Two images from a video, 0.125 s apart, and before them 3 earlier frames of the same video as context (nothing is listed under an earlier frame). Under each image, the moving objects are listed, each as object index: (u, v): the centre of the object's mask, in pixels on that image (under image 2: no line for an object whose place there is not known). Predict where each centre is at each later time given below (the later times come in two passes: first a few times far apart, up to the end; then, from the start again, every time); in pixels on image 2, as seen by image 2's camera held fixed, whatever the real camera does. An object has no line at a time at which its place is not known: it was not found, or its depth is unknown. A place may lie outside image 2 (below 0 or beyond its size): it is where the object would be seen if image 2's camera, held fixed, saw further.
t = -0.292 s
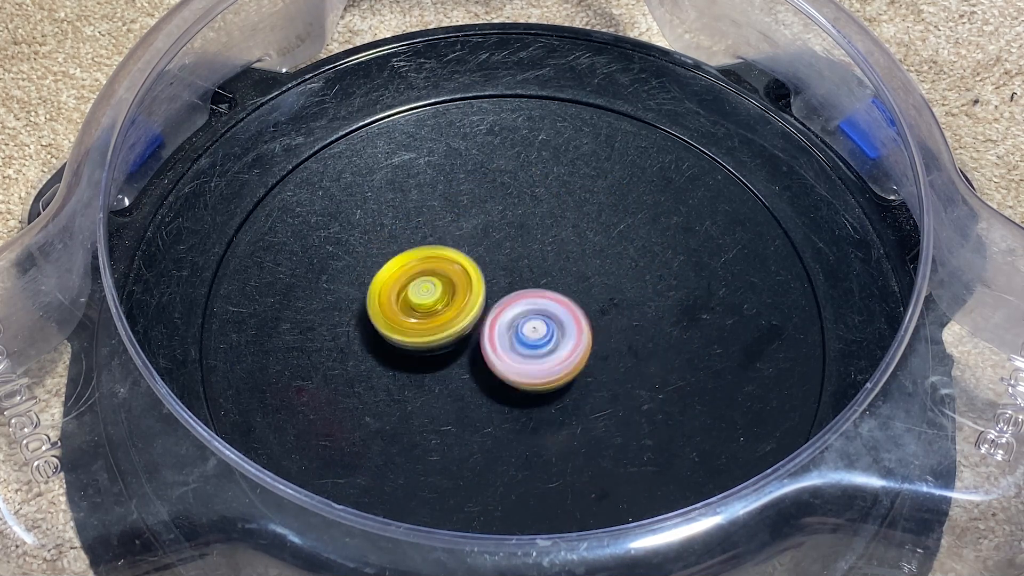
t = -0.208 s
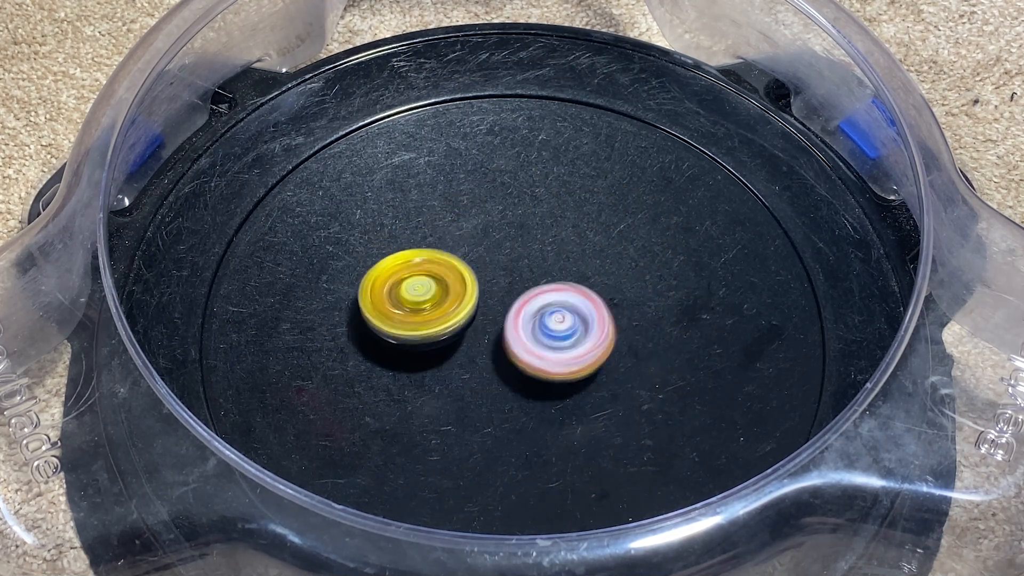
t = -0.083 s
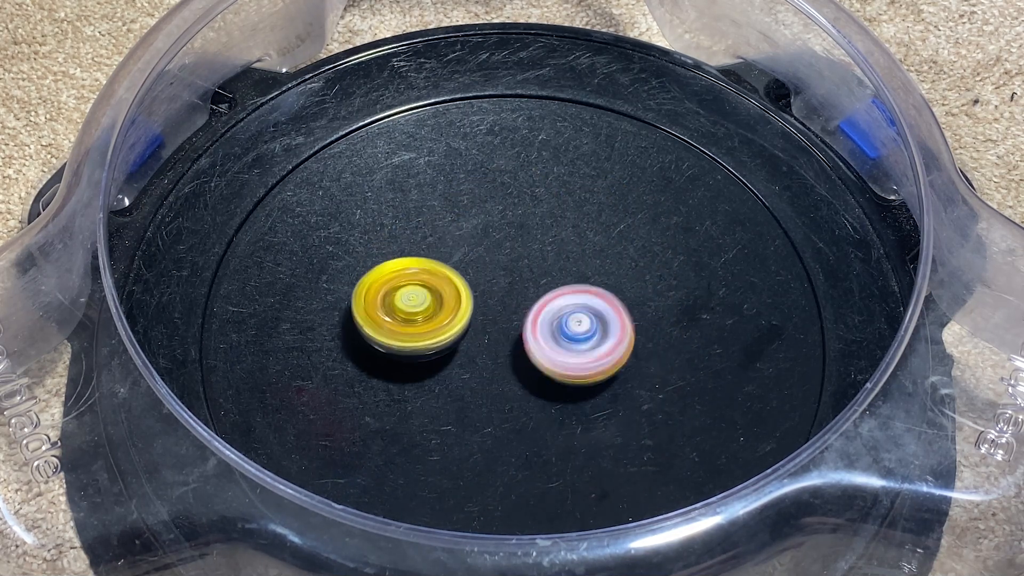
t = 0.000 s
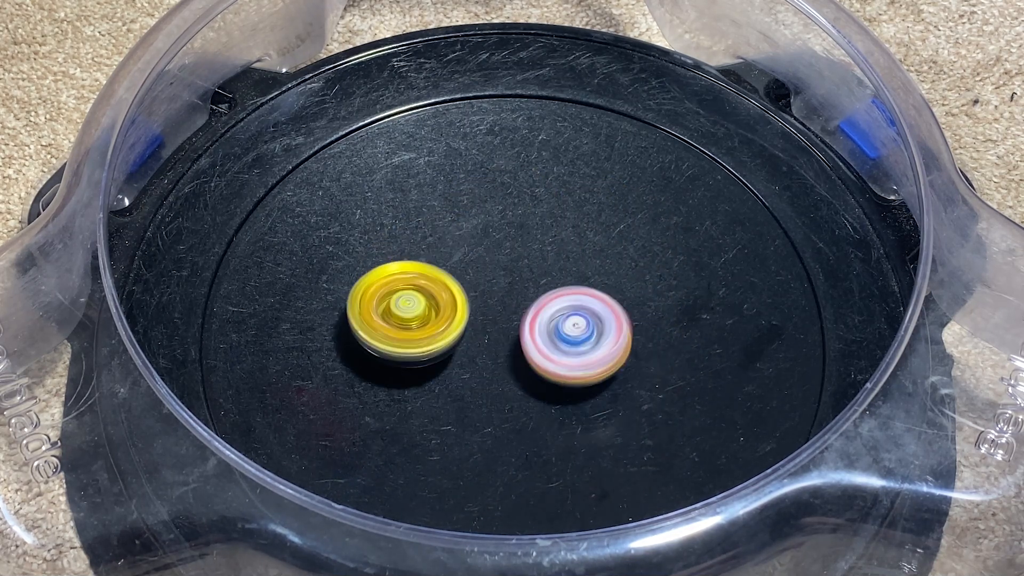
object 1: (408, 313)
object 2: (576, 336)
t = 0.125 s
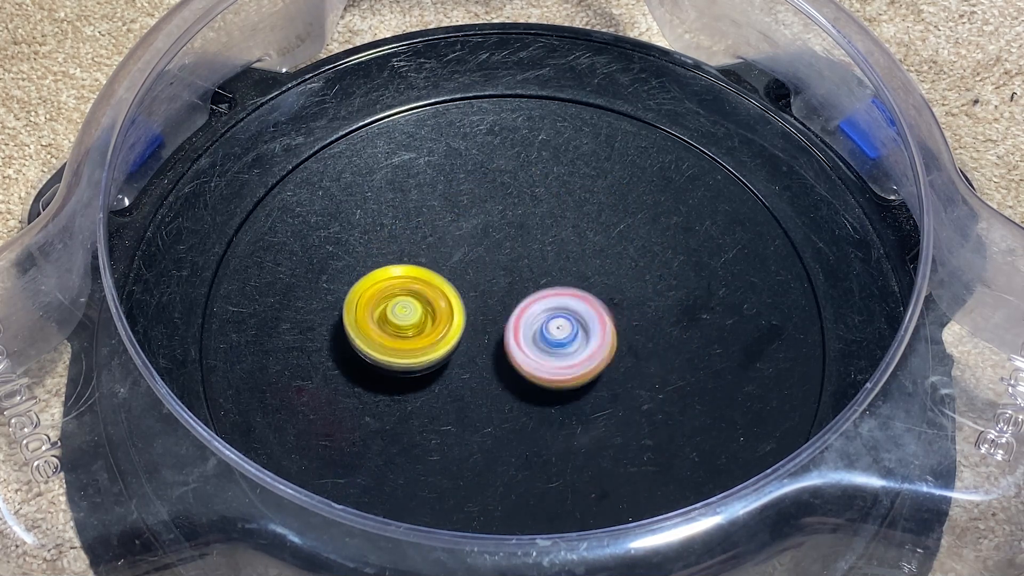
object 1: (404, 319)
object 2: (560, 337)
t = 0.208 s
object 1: (405, 322)
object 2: (543, 334)
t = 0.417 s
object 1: (416, 331)
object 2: (539, 296)
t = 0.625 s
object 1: (430, 346)
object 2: (563, 286)
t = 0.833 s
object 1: (446, 362)
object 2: (550, 315)
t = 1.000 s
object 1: (444, 377)
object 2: (564, 321)
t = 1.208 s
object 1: (448, 387)
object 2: (546, 330)
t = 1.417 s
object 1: (440, 394)
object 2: (567, 287)
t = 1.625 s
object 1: (454, 390)
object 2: (585, 296)
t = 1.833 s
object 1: (467, 397)
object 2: (545, 307)
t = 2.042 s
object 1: (485, 406)
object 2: (494, 282)
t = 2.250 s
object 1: (503, 412)
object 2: (477, 275)
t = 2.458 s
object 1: (519, 407)
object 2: (481, 298)
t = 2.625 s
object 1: (531, 405)
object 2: (489, 314)
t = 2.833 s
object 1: (548, 402)
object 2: (508, 301)
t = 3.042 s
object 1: (564, 397)
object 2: (535, 300)
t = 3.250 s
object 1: (571, 403)
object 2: (552, 261)
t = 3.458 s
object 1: (573, 391)
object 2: (567, 277)
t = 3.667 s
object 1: (572, 399)
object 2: (528, 262)
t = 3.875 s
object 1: (584, 387)
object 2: (496, 256)
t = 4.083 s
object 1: (592, 373)
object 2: (477, 284)
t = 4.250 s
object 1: (599, 362)
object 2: (452, 311)
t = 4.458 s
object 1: (607, 348)
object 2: (448, 337)
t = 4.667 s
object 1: (608, 337)
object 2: (470, 365)
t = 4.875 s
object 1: (604, 323)
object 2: (489, 382)
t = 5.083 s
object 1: (611, 305)
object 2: (484, 385)
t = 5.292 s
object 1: (609, 295)
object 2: (448, 351)
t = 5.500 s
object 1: (613, 292)
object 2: (488, 310)
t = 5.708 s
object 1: (603, 294)
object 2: (456, 300)
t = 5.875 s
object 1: (596, 292)
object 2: (452, 294)
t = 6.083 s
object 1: (603, 281)
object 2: (443, 315)
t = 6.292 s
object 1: (600, 273)
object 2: (391, 326)
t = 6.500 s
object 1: (591, 270)
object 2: (433, 323)
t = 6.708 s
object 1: (575, 267)
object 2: (507, 350)
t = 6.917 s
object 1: (564, 262)
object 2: (556, 393)
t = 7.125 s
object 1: (554, 258)
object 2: (542, 405)
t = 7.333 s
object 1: (544, 257)
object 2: (525, 354)
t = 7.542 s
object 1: (552, 250)
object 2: (491, 361)
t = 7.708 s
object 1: (539, 251)
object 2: (465, 342)
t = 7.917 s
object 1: (553, 250)
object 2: (438, 357)
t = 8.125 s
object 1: (535, 275)
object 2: (402, 386)
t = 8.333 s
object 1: (517, 309)
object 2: (425, 374)
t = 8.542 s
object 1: (534, 310)
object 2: (440, 393)
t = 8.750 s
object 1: (569, 308)
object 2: (411, 417)
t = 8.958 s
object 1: (564, 330)
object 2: (454, 376)
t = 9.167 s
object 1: (582, 317)
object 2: (442, 341)
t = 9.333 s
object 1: (583, 307)
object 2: (415, 321)
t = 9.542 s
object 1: (566, 312)
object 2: (438, 301)
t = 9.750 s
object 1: (562, 336)
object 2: (398, 297)
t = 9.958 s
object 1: (530, 338)
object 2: (420, 304)
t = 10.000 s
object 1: (528, 337)
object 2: (419, 303)
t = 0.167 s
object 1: (404, 321)
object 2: (552, 337)
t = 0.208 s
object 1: (405, 322)
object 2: (543, 334)
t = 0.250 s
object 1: (407, 324)
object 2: (537, 329)
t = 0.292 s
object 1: (410, 327)
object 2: (531, 322)
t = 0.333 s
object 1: (412, 328)
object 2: (527, 313)
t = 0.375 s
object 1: (411, 329)
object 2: (533, 303)
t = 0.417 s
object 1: (416, 331)
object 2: (539, 296)
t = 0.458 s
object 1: (418, 335)
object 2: (545, 291)
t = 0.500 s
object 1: (421, 337)
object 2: (551, 287)
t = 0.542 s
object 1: (424, 340)
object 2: (555, 284)
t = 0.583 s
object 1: (427, 343)
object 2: (560, 284)
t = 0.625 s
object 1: (430, 346)
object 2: (563, 286)
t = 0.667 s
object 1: (434, 350)
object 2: (563, 289)
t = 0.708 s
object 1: (437, 353)
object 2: (561, 294)
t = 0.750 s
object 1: (440, 356)
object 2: (559, 301)
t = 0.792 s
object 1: (443, 359)
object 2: (555, 308)
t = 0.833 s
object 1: (446, 362)
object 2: (550, 315)
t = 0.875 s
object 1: (441, 368)
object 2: (555, 316)
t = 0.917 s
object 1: (441, 370)
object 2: (560, 316)
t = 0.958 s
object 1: (443, 373)
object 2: (563, 319)
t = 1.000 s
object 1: (444, 377)
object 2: (564, 321)
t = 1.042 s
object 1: (445, 379)
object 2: (564, 324)
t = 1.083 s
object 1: (446, 382)
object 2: (562, 326)
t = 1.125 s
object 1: (446, 384)
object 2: (559, 329)
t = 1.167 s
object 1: (447, 385)
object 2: (554, 331)
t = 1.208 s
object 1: (448, 387)
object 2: (546, 330)
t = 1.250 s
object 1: (448, 388)
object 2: (540, 328)
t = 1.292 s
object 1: (437, 394)
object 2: (547, 314)
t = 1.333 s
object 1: (435, 394)
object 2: (553, 303)
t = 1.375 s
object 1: (438, 394)
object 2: (559, 294)
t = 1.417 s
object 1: (440, 394)
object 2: (567, 287)
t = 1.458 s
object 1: (440, 394)
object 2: (575, 285)
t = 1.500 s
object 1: (443, 393)
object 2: (580, 285)
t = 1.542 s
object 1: (446, 392)
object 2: (584, 287)
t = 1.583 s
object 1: (449, 391)
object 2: (585, 291)
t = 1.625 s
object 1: (454, 390)
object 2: (585, 296)
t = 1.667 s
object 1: (458, 389)
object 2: (580, 303)
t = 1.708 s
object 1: (463, 388)
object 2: (572, 309)
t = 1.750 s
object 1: (468, 387)
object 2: (561, 314)
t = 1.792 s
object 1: (470, 388)
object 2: (550, 316)
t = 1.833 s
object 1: (467, 397)
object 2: (545, 307)
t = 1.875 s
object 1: (468, 401)
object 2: (537, 298)
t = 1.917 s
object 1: (471, 402)
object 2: (524, 292)
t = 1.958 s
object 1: (476, 403)
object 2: (513, 289)
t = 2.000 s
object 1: (481, 404)
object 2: (503, 285)
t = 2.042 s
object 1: (485, 406)
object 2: (494, 282)
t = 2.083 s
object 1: (489, 408)
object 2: (486, 278)
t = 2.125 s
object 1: (492, 409)
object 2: (484, 275)
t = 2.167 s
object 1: (496, 411)
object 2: (480, 274)
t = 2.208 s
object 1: (500, 411)
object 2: (478, 274)
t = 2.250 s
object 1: (503, 412)
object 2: (477, 275)
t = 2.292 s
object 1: (506, 412)
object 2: (476, 277)
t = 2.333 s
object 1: (509, 412)
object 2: (475, 280)
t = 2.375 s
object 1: (513, 411)
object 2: (477, 285)
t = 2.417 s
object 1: (517, 410)
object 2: (478, 292)
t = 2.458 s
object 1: (519, 407)
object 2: (481, 298)
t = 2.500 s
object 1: (524, 406)
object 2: (483, 305)
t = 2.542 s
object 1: (527, 404)
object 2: (484, 312)
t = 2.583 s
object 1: (530, 407)
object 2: (486, 314)
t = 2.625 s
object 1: (531, 405)
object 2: (489, 314)
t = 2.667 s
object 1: (536, 404)
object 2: (493, 312)
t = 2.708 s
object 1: (539, 404)
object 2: (498, 311)
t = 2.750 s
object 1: (544, 403)
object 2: (502, 311)
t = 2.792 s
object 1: (545, 404)
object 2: (505, 305)
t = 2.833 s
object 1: (548, 402)
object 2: (508, 301)
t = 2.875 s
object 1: (553, 402)
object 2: (514, 298)
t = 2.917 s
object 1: (555, 402)
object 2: (519, 297)
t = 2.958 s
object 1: (559, 400)
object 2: (526, 296)
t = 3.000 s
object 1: (562, 399)
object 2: (531, 297)
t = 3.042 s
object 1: (564, 397)
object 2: (535, 300)
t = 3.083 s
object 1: (566, 396)
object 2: (539, 302)
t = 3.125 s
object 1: (567, 404)
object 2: (539, 288)
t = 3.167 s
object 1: (566, 404)
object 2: (542, 276)
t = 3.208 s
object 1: (569, 403)
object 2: (547, 267)
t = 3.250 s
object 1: (571, 403)
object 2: (552, 261)
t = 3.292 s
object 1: (570, 401)
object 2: (558, 260)
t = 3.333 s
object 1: (571, 399)
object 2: (563, 261)
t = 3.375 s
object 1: (571, 397)
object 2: (566, 264)
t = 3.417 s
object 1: (572, 395)
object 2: (567, 269)
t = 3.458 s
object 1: (573, 391)
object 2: (567, 277)
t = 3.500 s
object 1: (574, 389)
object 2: (562, 287)
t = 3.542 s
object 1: (575, 391)
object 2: (553, 289)
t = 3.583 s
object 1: (575, 403)
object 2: (544, 275)
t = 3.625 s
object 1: (572, 405)
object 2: (534, 267)
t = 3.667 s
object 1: (572, 399)
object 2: (528, 262)
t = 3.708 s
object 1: (576, 397)
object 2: (522, 258)
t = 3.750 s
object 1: (577, 395)
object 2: (515, 256)
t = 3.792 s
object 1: (580, 393)
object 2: (508, 255)
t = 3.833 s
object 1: (581, 390)
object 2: (501, 255)
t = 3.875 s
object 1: (584, 387)
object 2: (496, 256)
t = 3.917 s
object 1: (585, 384)
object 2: (491, 259)
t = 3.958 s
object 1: (587, 381)
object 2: (488, 263)
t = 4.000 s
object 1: (589, 379)
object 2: (485, 269)
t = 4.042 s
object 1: (590, 376)
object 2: (480, 275)
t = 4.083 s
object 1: (592, 373)
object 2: (477, 284)
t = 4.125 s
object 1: (593, 370)
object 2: (470, 292)
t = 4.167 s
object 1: (596, 367)
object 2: (463, 300)
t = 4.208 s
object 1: (597, 365)
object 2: (456, 306)
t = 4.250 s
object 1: (599, 362)
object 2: (452, 311)
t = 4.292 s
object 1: (600, 359)
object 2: (448, 316)
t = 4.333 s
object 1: (602, 357)
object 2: (446, 321)
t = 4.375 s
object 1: (603, 354)
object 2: (446, 327)
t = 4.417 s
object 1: (605, 352)
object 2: (446, 332)
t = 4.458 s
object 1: (607, 348)
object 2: (448, 337)
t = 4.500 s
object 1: (608, 347)
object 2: (450, 343)
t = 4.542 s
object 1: (608, 344)
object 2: (454, 348)
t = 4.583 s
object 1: (608, 342)
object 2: (459, 354)
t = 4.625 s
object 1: (609, 339)
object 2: (464, 359)
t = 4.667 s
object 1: (608, 337)
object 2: (470, 365)
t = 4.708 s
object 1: (608, 334)
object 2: (474, 371)
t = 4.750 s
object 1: (606, 332)
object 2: (477, 376)
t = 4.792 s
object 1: (606, 329)
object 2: (481, 380)
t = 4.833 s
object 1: (605, 326)
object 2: (485, 381)
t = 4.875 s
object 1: (604, 323)
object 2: (489, 382)
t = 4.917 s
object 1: (603, 320)
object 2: (494, 381)
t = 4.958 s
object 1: (601, 318)
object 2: (500, 380)
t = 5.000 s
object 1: (601, 315)
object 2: (505, 377)
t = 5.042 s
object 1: (606, 309)
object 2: (499, 381)
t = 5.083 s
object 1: (611, 305)
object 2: (484, 385)
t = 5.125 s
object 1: (610, 304)
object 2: (472, 385)
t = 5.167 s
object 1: (608, 301)
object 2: (459, 381)
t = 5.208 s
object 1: (608, 298)
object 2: (451, 374)
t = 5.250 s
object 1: (609, 296)
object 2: (447, 363)
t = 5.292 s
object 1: (609, 295)
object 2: (448, 351)
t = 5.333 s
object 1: (609, 293)
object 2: (457, 338)
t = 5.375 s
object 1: (608, 292)
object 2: (466, 329)
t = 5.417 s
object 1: (607, 291)
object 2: (481, 320)
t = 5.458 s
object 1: (606, 290)
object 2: (493, 314)
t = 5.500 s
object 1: (613, 292)
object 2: (488, 310)
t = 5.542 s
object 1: (608, 294)
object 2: (488, 307)
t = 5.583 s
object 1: (607, 293)
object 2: (486, 306)
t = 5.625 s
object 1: (611, 296)
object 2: (473, 305)
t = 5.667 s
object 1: (606, 297)
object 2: (464, 303)
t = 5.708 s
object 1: (603, 294)
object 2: (456, 300)
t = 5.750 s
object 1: (605, 293)
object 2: (453, 297)
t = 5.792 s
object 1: (601, 295)
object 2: (451, 296)
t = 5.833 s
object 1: (597, 293)
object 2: (451, 295)
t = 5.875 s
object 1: (596, 292)
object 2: (452, 294)
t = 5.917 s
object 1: (595, 291)
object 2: (456, 295)
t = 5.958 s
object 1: (591, 291)
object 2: (460, 297)
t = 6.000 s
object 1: (586, 290)
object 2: (467, 302)
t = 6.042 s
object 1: (589, 286)
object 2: (465, 309)
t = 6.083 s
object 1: (603, 281)
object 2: (443, 315)
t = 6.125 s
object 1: (608, 278)
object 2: (427, 320)
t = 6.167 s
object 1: (608, 278)
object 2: (415, 324)
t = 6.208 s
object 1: (605, 277)
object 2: (402, 326)
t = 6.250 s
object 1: (602, 275)
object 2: (395, 327)
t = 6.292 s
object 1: (600, 273)
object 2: (391, 326)
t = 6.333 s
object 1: (599, 271)
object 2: (391, 324)
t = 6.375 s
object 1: (598, 271)
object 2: (394, 322)
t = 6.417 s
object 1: (595, 271)
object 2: (404, 321)
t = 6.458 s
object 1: (593, 270)
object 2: (415, 321)
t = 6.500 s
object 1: (591, 270)
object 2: (433, 323)
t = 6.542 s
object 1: (589, 270)
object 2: (449, 326)
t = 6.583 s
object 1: (585, 269)
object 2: (467, 330)
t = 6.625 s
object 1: (584, 268)
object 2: (482, 334)
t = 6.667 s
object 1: (580, 270)
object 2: (498, 340)
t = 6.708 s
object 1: (575, 267)
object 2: (507, 350)
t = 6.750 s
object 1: (572, 265)
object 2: (518, 359)
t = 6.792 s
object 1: (570, 264)
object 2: (531, 367)
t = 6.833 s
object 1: (567, 263)
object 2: (540, 376)
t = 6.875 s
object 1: (566, 263)
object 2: (549, 384)
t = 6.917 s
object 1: (564, 262)
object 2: (556, 393)
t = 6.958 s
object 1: (561, 261)
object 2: (559, 399)
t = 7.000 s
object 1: (560, 260)
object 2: (559, 405)
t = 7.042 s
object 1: (557, 257)
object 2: (557, 409)
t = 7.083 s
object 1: (557, 257)
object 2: (551, 410)
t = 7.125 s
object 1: (554, 258)
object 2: (542, 405)
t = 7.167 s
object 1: (552, 257)
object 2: (536, 396)
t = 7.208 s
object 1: (551, 257)
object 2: (531, 386)
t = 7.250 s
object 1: (548, 258)
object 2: (527, 376)
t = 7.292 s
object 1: (546, 258)
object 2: (526, 364)
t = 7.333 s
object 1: (544, 257)
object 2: (525, 354)
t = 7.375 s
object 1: (547, 250)
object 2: (523, 353)
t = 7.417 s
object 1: (549, 251)
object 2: (521, 347)
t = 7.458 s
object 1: (551, 247)
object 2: (514, 352)
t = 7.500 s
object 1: (552, 247)
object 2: (503, 358)
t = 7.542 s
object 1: (552, 250)
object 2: (491, 361)
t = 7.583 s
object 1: (547, 252)
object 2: (481, 361)
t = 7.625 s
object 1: (542, 252)
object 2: (472, 357)
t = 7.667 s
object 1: (540, 252)
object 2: (465, 351)
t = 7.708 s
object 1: (539, 251)
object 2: (465, 342)
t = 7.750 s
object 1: (537, 252)
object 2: (468, 334)
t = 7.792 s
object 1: (540, 249)
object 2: (466, 334)
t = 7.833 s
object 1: (545, 252)
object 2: (467, 333)
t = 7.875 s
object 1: (544, 253)
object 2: (459, 339)
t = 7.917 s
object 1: (553, 250)
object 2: (438, 357)
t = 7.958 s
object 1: (555, 257)
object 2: (426, 370)
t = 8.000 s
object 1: (550, 264)
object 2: (419, 378)
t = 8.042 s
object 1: (543, 268)
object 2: (410, 383)
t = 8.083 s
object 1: (539, 271)
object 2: (404, 387)
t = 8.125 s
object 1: (535, 275)
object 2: (402, 386)
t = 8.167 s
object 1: (532, 282)
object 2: (402, 385)
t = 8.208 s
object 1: (526, 291)
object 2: (406, 381)
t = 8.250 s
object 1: (519, 299)
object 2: (416, 375)
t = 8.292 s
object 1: (514, 307)
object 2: (425, 371)
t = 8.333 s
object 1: (517, 309)
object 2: (425, 374)
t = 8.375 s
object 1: (522, 306)
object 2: (425, 379)
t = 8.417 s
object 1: (529, 305)
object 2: (427, 384)
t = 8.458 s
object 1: (533, 310)
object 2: (432, 384)
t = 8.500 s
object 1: (532, 314)
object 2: (442, 384)
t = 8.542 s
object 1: (534, 310)
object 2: (440, 393)
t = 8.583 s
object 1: (544, 302)
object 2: (429, 409)
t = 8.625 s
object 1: (553, 300)
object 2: (421, 418)
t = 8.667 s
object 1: (558, 302)
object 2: (415, 422)
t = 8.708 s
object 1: (564, 304)
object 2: (410, 421)
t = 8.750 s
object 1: (569, 308)
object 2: (411, 417)
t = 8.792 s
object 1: (571, 312)
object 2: (417, 409)
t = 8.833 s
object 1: (569, 316)
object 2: (427, 401)
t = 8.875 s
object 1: (567, 322)
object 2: (439, 391)
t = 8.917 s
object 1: (564, 328)
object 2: (451, 382)
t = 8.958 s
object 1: (564, 330)
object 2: (454, 376)
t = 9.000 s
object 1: (569, 327)
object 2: (448, 374)
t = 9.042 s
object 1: (570, 327)
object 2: (449, 365)
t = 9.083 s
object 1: (571, 326)
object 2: (452, 354)
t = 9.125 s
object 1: (572, 322)
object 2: (456, 345)
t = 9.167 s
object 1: (582, 317)
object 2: (442, 341)
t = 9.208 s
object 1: (584, 311)
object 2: (434, 337)
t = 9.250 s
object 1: (583, 307)
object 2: (428, 333)
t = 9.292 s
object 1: (584, 307)
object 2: (421, 328)
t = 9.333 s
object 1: (583, 307)
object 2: (415, 321)
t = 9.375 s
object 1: (579, 309)
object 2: (413, 313)
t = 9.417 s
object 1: (574, 310)
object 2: (417, 307)
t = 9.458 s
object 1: (567, 309)
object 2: (427, 304)
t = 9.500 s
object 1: (562, 309)
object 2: (438, 303)
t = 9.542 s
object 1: (566, 312)
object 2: (438, 301)
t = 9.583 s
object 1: (583, 317)
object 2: (414, 297)
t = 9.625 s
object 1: (590, 324)
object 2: (404, 297)
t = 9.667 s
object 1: (587, 331)
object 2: (400, 296)
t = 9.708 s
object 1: (575, 336)
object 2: (396, 296)
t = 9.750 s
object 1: (562, 336)
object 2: (398, 297)
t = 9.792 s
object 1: (554, 336)
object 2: (402, 300)
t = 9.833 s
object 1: (546, 336)
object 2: (407, 303)
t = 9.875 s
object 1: (538, 338)
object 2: (414, 305)
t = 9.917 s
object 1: (530, 339)
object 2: (420, 306)
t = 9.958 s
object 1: (530, 338)
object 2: (420, 304)
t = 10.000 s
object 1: (528, 337)
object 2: (419, 303)
